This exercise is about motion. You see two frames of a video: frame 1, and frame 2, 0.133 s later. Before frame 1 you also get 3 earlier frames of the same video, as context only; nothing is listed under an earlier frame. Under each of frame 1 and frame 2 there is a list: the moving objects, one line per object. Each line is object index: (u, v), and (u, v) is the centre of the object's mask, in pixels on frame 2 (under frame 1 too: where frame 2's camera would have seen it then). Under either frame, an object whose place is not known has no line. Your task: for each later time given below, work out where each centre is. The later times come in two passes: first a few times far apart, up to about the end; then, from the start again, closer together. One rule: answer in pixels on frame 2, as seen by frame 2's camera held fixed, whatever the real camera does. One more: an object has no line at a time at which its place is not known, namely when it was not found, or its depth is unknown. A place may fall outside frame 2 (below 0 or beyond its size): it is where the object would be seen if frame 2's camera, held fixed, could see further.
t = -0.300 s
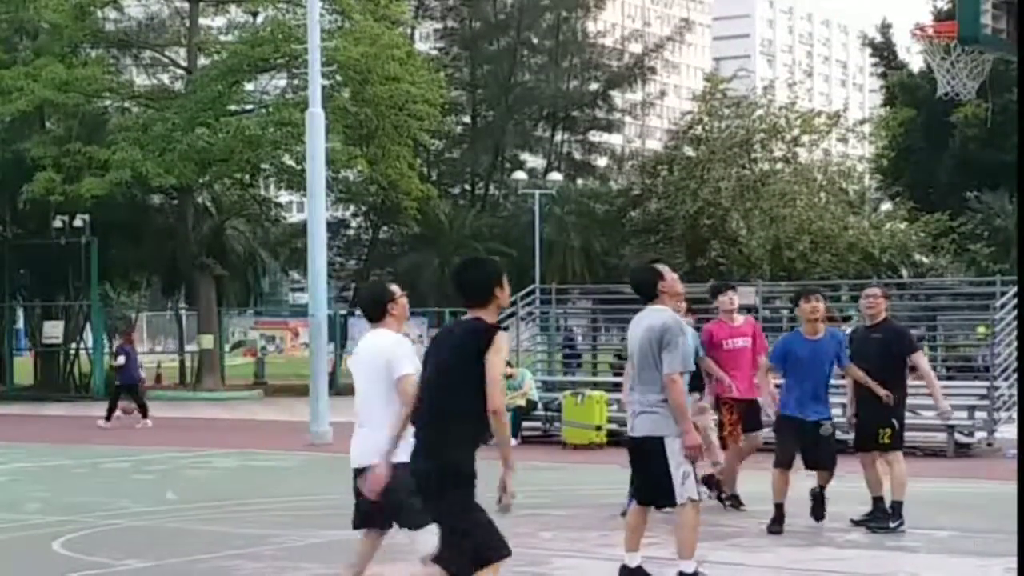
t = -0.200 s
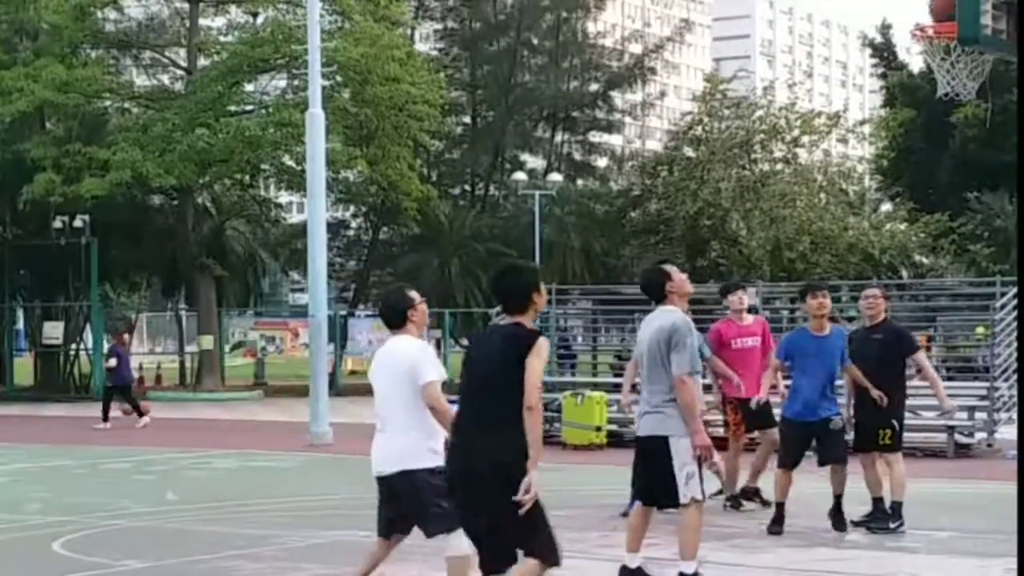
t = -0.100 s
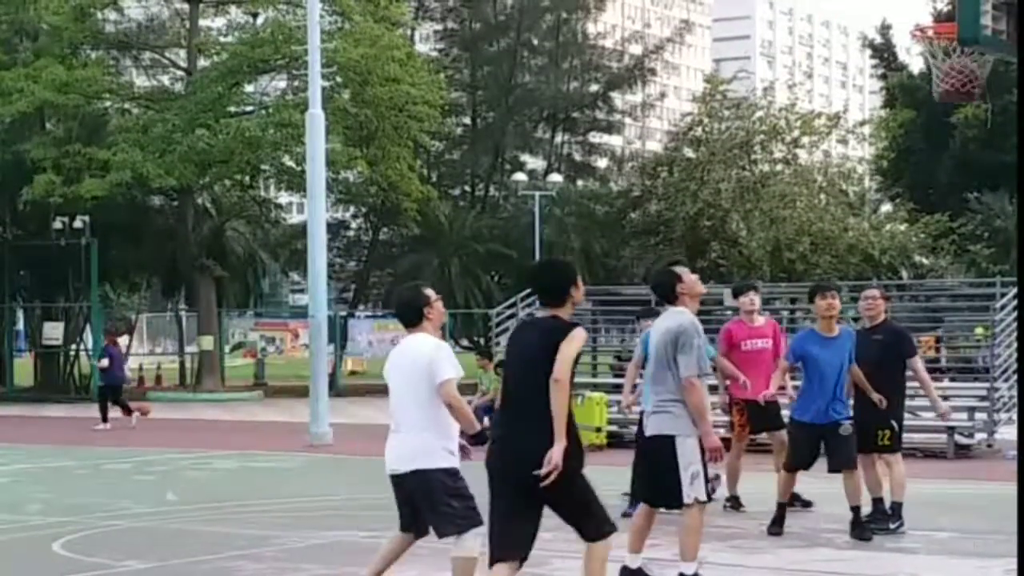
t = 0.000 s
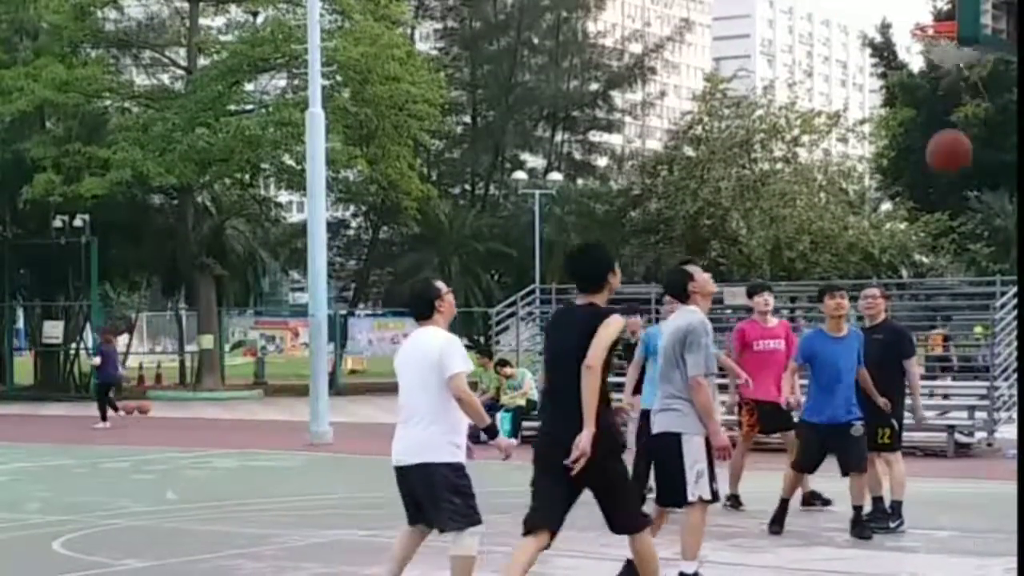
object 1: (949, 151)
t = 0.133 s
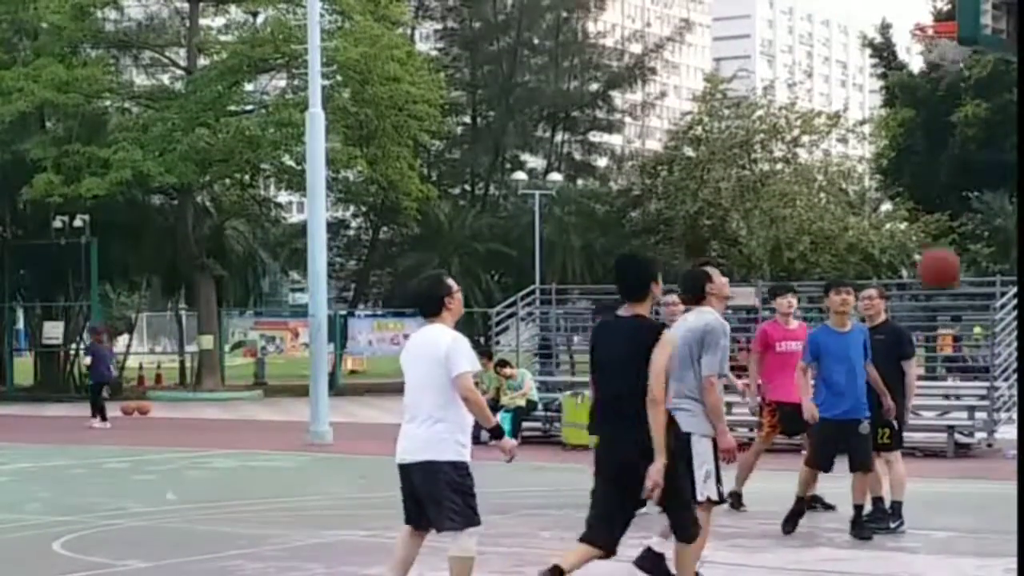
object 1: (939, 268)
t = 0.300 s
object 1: (928, 450)
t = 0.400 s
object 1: (923, 527)
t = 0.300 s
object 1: (928, 450)
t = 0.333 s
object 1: (927, 490)
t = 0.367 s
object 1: (927, 531)
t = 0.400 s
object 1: (923, 527)
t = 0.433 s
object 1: (917, 492)
